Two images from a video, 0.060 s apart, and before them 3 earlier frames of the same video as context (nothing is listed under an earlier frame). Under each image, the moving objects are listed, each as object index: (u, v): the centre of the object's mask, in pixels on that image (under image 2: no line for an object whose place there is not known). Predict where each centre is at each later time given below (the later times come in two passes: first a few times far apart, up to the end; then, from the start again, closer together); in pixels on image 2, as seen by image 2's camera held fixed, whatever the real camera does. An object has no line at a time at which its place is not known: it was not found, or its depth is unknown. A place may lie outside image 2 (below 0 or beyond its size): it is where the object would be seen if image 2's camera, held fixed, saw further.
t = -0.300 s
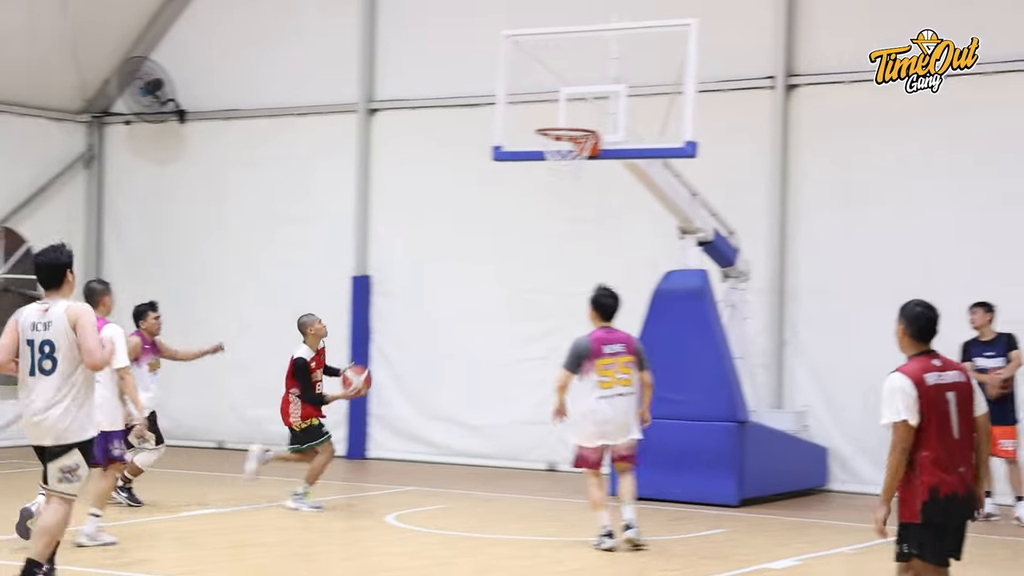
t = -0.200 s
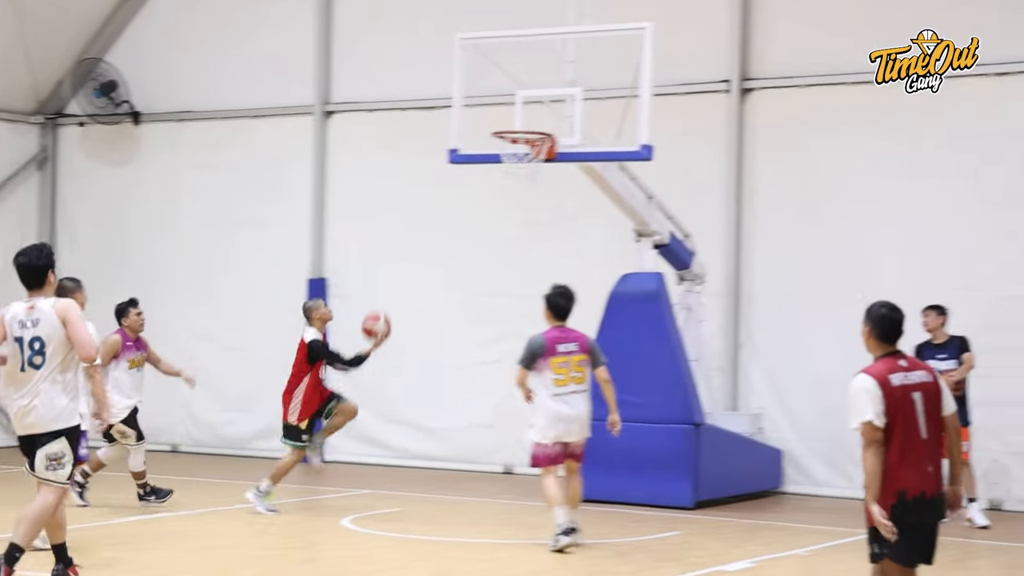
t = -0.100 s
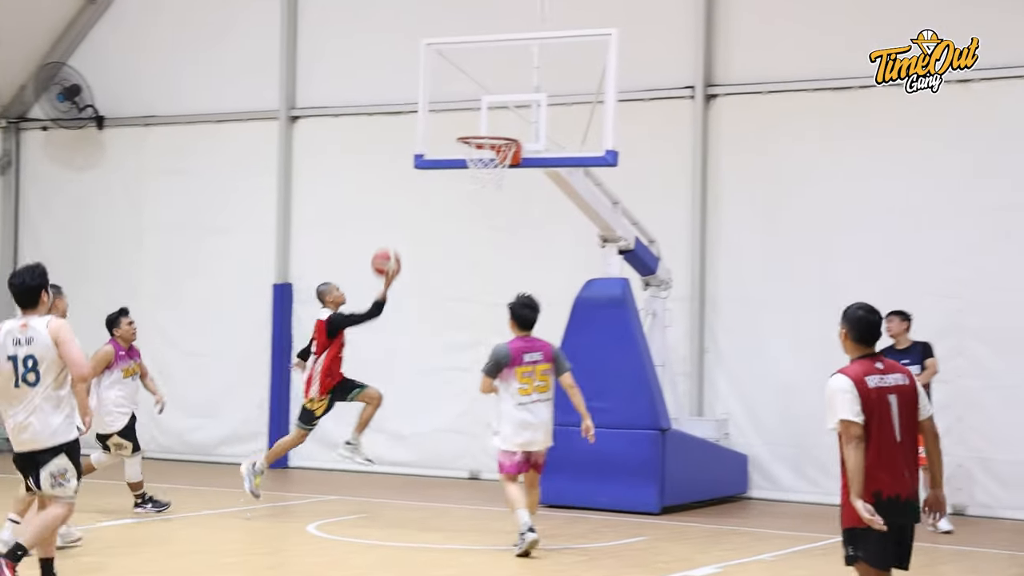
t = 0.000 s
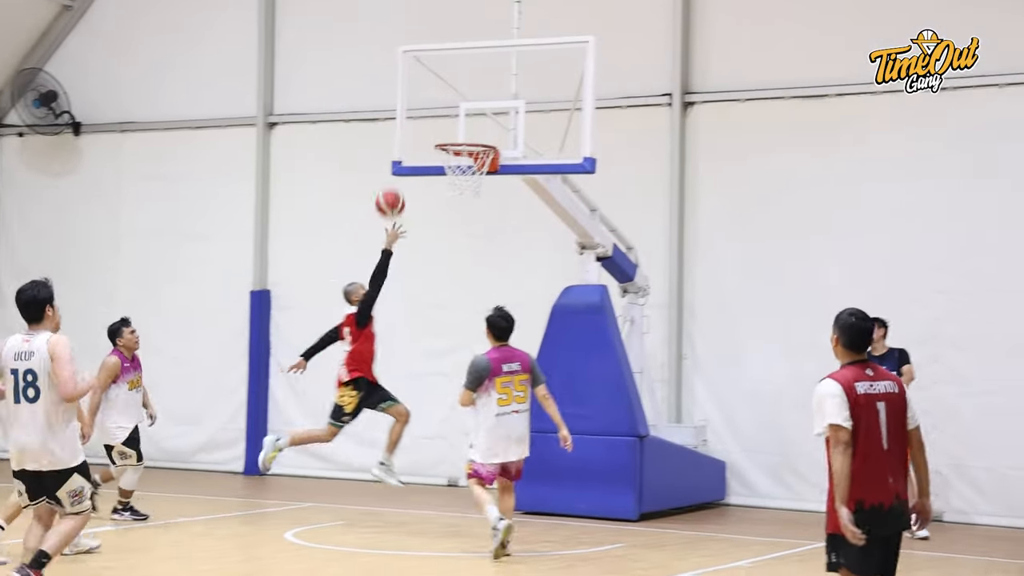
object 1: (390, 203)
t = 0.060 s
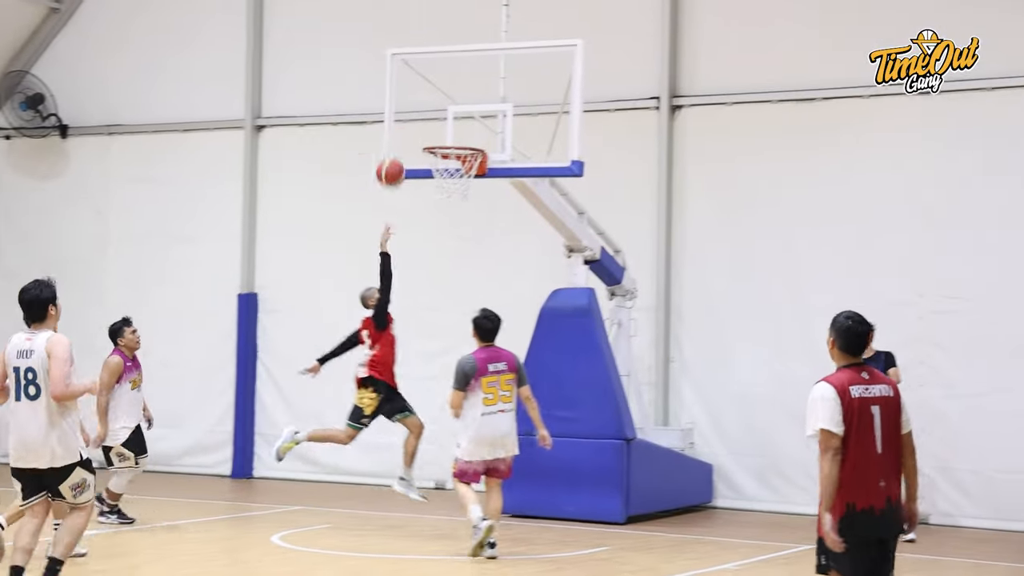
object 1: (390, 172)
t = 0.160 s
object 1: (412, 126)
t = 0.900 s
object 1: (458, 165)
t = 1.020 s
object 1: (443, 205)
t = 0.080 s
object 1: (394, 162)
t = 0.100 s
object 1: (399, 152)
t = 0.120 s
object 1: (403, 143)
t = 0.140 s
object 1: (408, 134)
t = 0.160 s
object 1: (412, 126)
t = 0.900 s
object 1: (458, 165)
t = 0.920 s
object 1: (458, 165)
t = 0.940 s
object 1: (452, 174)
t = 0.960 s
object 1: (452, 180)
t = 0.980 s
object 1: (450, 185)
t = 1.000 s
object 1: (447, 192)
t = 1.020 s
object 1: (443, 205)
